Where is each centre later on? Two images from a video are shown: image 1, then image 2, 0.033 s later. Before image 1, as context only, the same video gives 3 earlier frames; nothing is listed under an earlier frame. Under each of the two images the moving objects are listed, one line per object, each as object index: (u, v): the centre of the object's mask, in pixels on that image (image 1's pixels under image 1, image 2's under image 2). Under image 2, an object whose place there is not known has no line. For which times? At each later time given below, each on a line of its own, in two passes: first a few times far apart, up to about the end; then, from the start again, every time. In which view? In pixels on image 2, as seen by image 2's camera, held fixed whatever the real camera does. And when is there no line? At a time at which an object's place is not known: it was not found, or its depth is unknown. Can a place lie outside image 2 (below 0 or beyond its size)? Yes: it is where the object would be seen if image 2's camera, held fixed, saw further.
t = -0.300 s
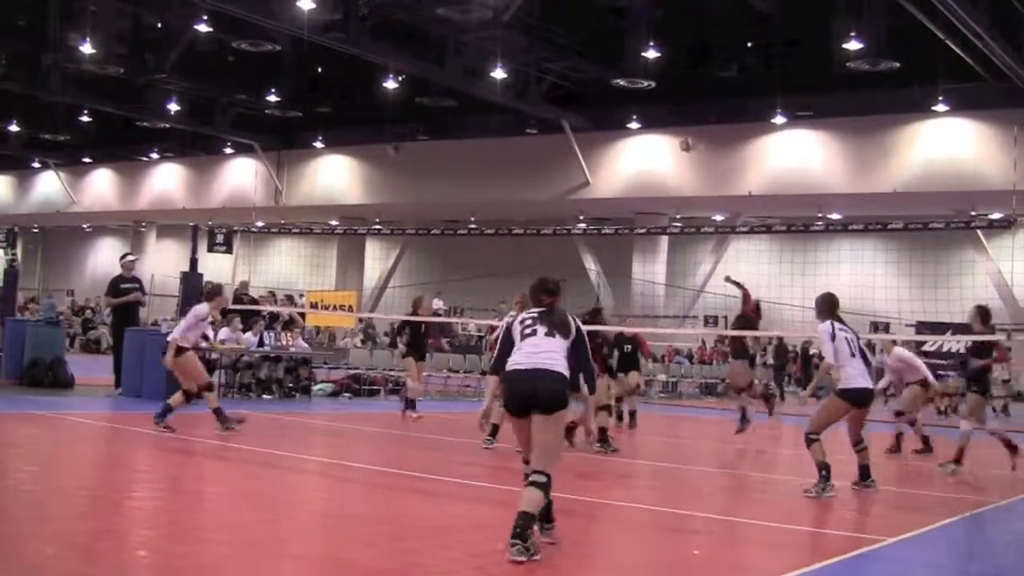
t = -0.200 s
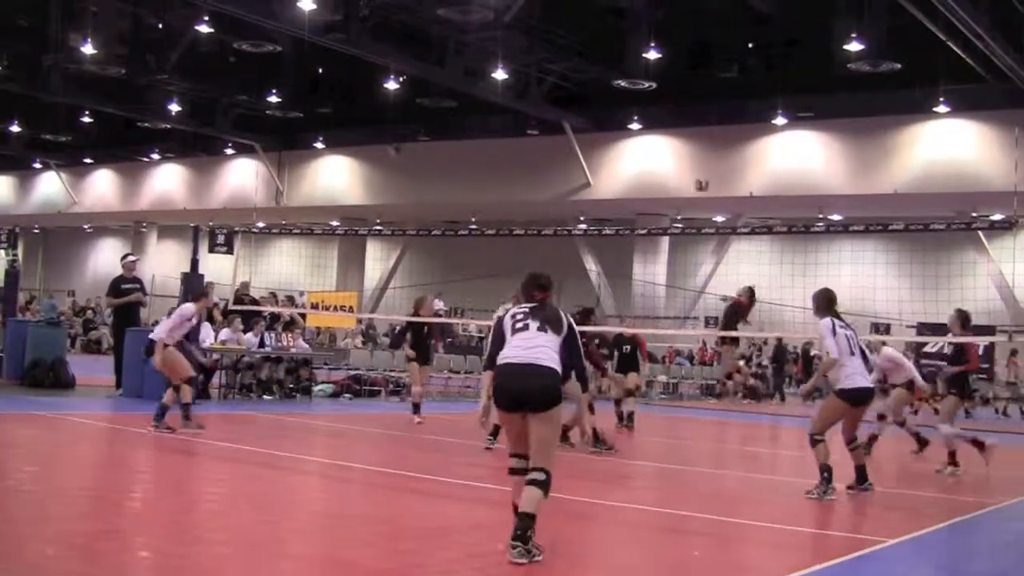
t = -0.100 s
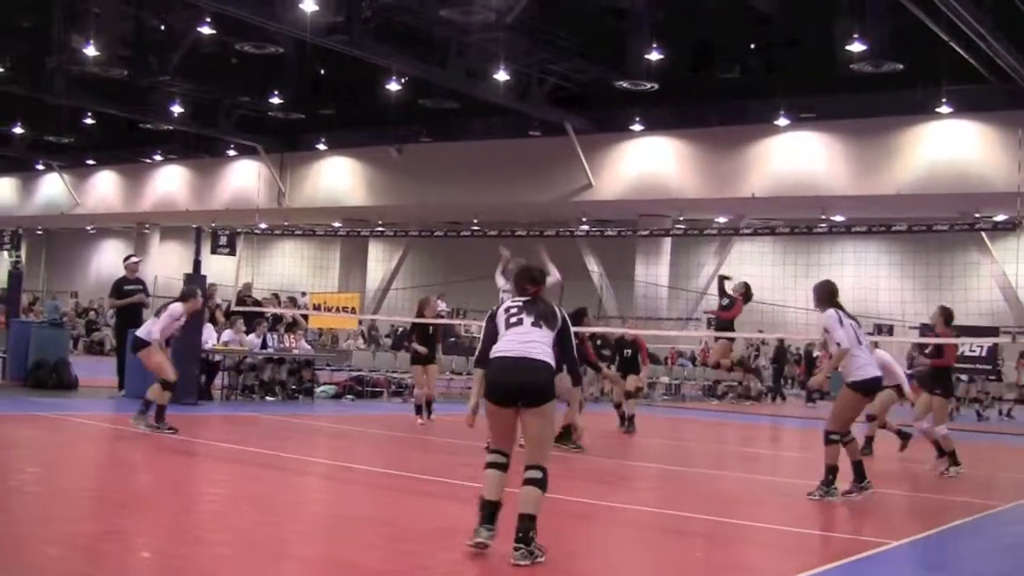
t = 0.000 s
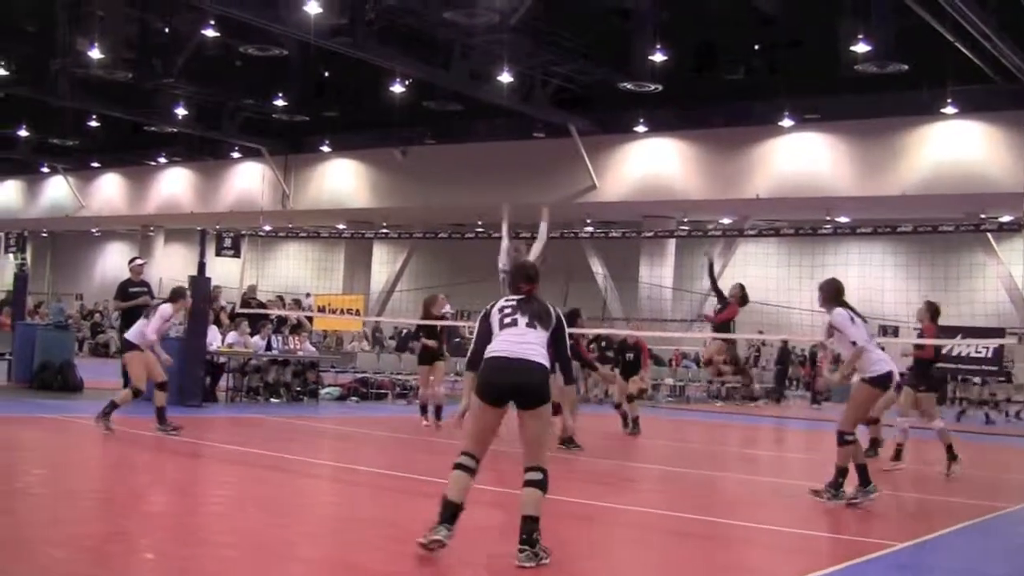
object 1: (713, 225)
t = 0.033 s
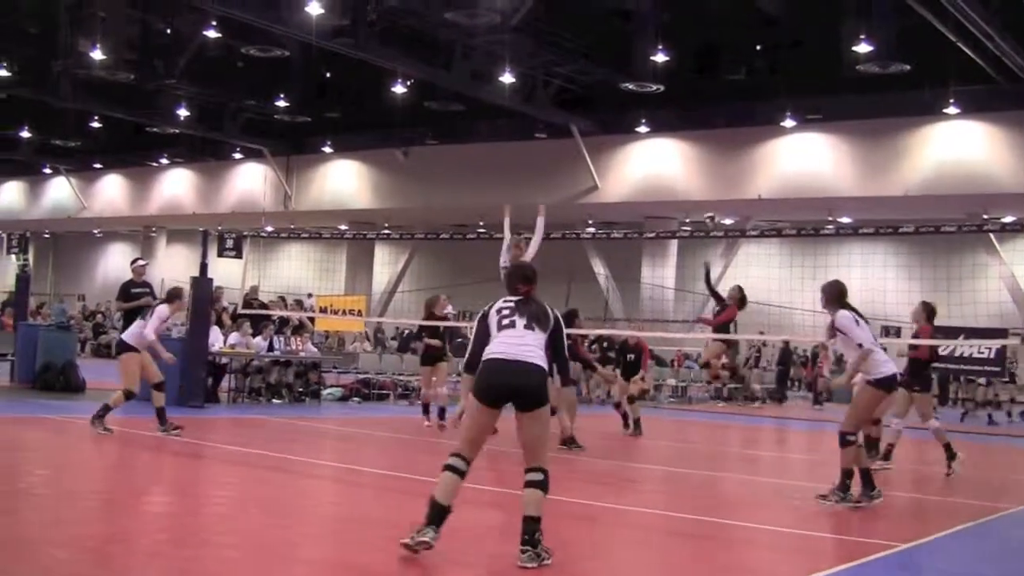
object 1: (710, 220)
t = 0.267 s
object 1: (657, 169)
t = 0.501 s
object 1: (579, 173)
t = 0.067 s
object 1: (703, 210)
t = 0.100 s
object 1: (698, 199)
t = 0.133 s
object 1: (690, 195)
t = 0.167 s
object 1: (682, 187)
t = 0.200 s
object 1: (674, 180)
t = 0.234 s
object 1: (666, 174)
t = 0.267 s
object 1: (657, 169)
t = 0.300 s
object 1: (648, 165)
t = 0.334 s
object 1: (638, 162)
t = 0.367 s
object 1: (628, 162)
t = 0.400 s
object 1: (618, 162)
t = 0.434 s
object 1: (605, 164)
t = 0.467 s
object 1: (593, 167)
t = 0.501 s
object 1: (579, 173)
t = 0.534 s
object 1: (566, 182)
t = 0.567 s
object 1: (550, 192)
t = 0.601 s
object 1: (532, 208)
